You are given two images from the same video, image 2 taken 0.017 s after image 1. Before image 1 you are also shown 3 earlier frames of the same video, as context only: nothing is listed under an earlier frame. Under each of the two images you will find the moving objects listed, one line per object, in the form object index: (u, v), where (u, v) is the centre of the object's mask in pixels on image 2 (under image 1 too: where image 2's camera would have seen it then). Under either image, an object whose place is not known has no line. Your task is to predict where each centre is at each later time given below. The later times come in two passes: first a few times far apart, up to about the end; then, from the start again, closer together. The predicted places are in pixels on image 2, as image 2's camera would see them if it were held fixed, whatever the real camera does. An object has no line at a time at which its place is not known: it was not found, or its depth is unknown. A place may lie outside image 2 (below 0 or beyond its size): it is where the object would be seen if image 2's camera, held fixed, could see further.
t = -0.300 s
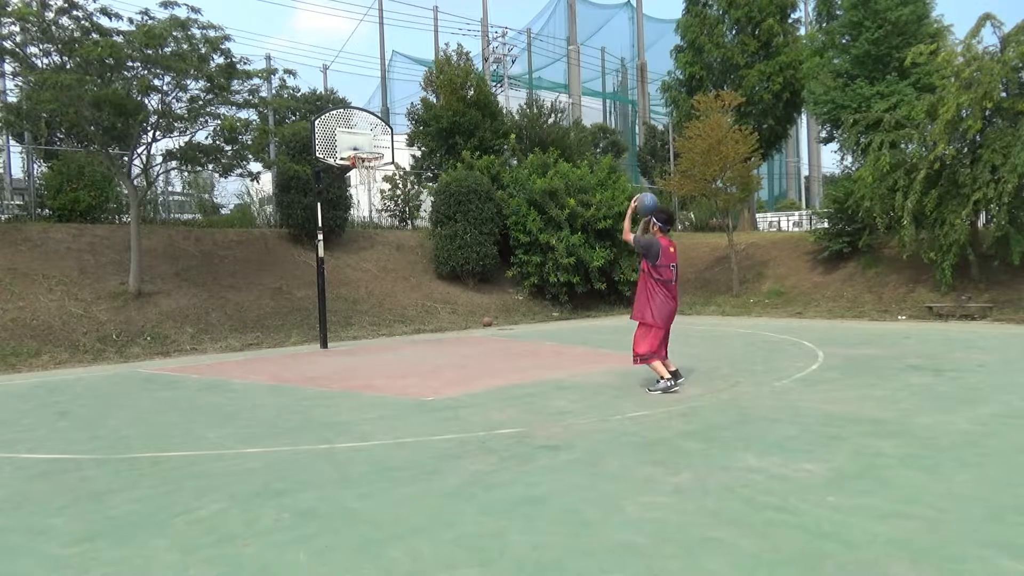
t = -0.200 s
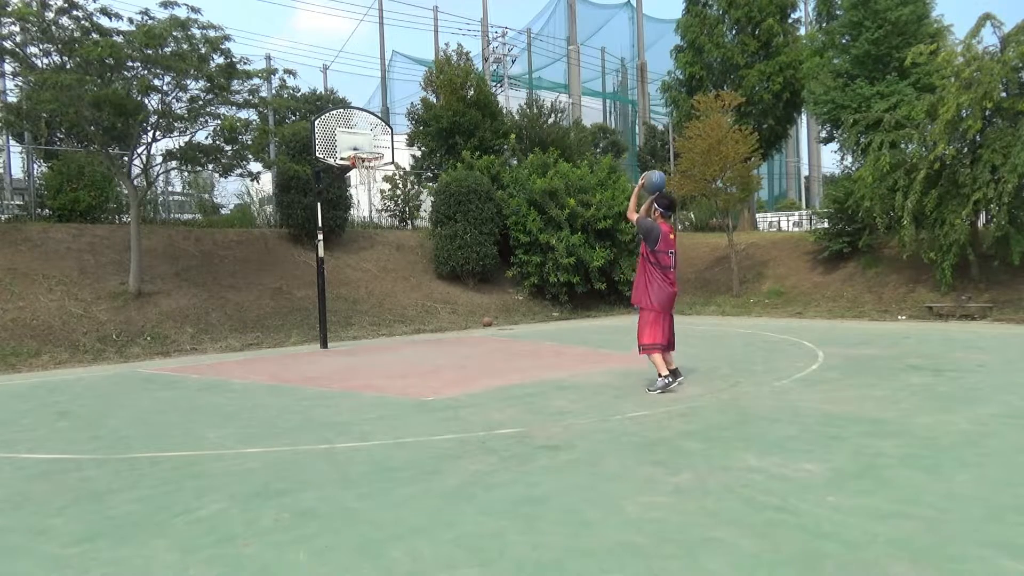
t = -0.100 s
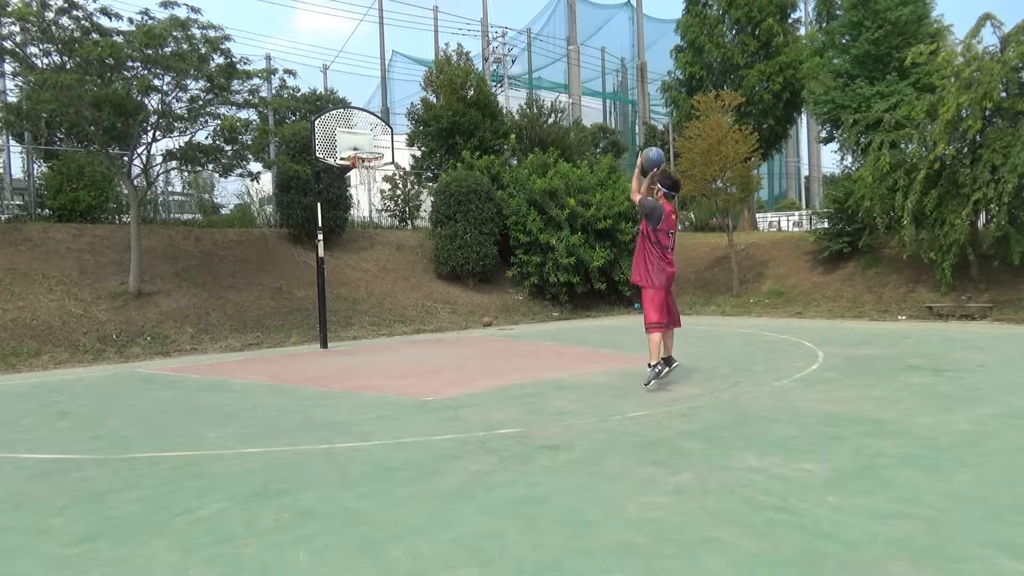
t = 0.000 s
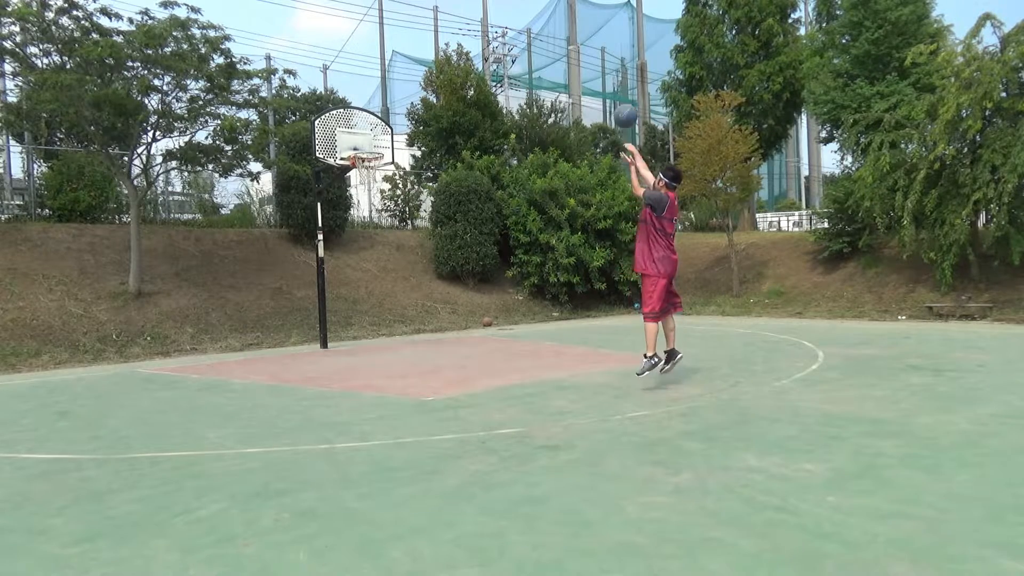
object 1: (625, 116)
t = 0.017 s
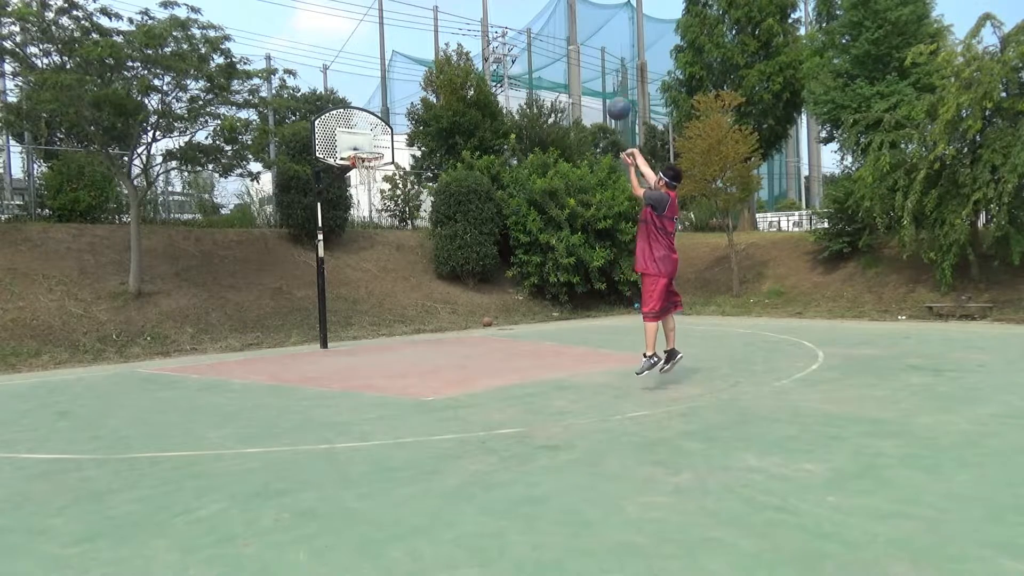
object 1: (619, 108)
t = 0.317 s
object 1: (519, 36)
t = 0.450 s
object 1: (484, 33)
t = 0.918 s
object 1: (390, 115)
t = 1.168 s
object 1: (363, 182)
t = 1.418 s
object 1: (365, 252)
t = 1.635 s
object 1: (367, 352)
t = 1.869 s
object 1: (370, 266)
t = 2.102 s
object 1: (375, 213)
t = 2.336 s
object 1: (379, 197)
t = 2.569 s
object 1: (387, 221)
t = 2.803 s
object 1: (396, 292)
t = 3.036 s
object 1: (402, 333)
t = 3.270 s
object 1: (399, 263)
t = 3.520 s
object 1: (397, 236)
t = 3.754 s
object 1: (397, 260)
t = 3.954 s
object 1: (398, 323)
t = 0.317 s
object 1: (519, 36)
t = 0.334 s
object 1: (514, 35)
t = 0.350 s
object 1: (510, 34)
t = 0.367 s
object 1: (505, 32)
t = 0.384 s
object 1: (501, 32)
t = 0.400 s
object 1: (496, 32)
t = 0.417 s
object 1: (493, 32)
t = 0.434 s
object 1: (488, 32)
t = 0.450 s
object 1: (484, 33)
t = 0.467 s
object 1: (480, 33)
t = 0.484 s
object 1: (476, 34)
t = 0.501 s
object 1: (472, 34)
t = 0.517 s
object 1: (468, 36)
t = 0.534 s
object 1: (464, 37)
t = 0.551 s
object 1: (461, 39)
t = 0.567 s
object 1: (457, 40)
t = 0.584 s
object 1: (453, 42)
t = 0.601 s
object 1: (450, 44)
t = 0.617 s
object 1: (447, 47)
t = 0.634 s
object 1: (443, 49)
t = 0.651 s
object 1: (439, 52)
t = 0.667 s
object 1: (436, 54)
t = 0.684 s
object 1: (433, 57)
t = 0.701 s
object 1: (429, 60)
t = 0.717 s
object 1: (426, 64)
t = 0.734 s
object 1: (423, 68)
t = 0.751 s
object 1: (419, 71)
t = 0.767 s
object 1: (416, 75)
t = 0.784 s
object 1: (414, 78)
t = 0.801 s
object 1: (410, 83)
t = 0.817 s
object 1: (407, 87)
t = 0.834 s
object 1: (404, 91)
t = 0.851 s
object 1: (402, 96)
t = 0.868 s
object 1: (399, 100)
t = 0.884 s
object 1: (396, 105)
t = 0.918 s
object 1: (390, 115)
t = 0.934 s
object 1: (388, 120)
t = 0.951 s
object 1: (385, 125)
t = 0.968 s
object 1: (383, 131)
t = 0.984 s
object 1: (380, 136)
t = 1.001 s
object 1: (377, 142)
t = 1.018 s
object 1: (375, 147)
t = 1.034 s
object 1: (372, 149)
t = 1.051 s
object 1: (370, 153)
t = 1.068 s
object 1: (366, 160)
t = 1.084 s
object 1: (365, 162)
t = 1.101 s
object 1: (365, 164)
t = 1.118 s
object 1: (364, 169)
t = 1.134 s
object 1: (363, 172)
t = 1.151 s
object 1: (364, 177)
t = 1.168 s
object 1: (363, 182)
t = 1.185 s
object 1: (364, 184)
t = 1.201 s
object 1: (364, 187)
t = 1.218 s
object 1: (364, 190)
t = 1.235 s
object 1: (364, 195)
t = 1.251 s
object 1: (364, 199)
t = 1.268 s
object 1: (364, 203)
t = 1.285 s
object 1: (364, 208)
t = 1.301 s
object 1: (364, 213)
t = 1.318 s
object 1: (364, 218)
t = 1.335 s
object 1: (364, 222)
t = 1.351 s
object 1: (364, 227)
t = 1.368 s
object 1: (364, 232)
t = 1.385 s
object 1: (364, 238)
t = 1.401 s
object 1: (365, 245)
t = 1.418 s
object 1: (365, 252)
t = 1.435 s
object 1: (365, 258)
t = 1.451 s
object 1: (366, 264)
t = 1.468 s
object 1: (366, 272)
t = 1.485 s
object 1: (366, 279)
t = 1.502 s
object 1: (366, 286)
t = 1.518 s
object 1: (366, 294)
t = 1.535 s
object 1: (366, 302)
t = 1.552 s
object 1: (366, 309)
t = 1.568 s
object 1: (366, 317)
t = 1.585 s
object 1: (366, 325)
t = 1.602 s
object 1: (367, 334)
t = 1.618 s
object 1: (367, 343)
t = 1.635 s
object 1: (367, 352)
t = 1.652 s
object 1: (368, 347)
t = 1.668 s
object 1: (368, 340)
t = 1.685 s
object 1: (368, 333)
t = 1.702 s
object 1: (368, 326)
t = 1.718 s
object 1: (368, 319)
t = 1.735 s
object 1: (368, 313)
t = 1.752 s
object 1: (368, 306)
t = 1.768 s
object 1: (368, 300)
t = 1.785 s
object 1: (369, 294)
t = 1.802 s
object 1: (369, 288)
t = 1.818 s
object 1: (369, 282)
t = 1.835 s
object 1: (370, 277)
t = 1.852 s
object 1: (370, 272)
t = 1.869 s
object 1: (370, 266)
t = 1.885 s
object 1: (370, 261)
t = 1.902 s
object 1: (371, 257)
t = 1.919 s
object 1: (371, 252)
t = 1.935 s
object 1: (371, 247)
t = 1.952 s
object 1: (371, 243)
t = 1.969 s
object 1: (372, 239)
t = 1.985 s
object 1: (372, 235)
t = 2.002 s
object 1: (372, 231)
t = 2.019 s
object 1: (373, 228)
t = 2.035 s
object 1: (373, 226)
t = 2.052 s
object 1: (374, 221)
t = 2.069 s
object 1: (374, 220)
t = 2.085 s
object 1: (374, 216)
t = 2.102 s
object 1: (375, 213)
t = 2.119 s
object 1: (375, 211)
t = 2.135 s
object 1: (375, 209)
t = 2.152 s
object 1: (375, 207)
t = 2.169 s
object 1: (375, 205)
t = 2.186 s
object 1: (376, 203)
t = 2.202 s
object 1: (376, 202)
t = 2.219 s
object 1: (377, 201)
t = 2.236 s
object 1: (377, 199)
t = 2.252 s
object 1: (377, 198)
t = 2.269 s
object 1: (378, 198)
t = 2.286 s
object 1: (378, 197)
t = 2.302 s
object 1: (378, 197)
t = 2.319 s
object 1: (378, 197)
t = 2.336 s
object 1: (379, 197)
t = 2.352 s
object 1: (379, 197)
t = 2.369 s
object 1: (380, 198)
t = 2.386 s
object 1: (381, 199)
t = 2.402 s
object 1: (381, 199)
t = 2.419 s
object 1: (382, 201)
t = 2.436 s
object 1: (382, 202)
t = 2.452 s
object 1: (383, 203)
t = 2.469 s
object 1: (383, 205)
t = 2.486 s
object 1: (384, 208)
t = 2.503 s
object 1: (384, 210)
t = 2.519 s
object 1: (385, 212)
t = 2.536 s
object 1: (385, 215)
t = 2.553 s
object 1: (387, 219)
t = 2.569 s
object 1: (387, 221)
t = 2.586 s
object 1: (388, 225)
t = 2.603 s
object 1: (388, 229)
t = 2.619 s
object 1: (389, 234)
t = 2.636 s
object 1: (390, 237)
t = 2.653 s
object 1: (390, 242)
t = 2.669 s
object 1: (391, 246)
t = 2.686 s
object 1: (392, 251)
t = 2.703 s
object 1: (393, 256)
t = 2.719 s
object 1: (393, 261)
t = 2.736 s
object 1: (394, 267)
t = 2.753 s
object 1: (395, 272)
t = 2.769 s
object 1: (395, 279)
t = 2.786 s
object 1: (395, 285)
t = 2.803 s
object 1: (396, 292)
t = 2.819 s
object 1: (398, 299)
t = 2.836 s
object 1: (399, 305)
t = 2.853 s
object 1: (400, 313)
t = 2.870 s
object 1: (400, 320)
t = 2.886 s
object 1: (401, 328)
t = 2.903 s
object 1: (402, 336)
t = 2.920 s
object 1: (402, 345)
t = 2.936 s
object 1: (403, 353)
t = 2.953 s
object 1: (404, 363)
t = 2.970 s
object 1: (404, 360)
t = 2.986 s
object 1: (404, 353)
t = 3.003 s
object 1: (403, 346)
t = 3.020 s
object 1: (403, 339)
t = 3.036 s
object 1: (402, 333)
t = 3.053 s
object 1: (402, 326)
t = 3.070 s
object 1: (401, 320)
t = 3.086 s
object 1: (401, 314)
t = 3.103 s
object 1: (401, 309)
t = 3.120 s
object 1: (401, 303)
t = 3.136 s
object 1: (401, 298)
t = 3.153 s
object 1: (401, 293)
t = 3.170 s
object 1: (401, 288)
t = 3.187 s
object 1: (401, 283)
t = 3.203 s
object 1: (401, 279)
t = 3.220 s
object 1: (400, 275)
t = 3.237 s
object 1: (400, 271)
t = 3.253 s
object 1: (400, 267)
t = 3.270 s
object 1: (399, 263)
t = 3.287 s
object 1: (399, 260)
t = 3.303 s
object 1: (399, 257)
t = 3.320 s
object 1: (399, 253)
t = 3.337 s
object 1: (399, 251)
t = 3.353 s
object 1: (399, 248)
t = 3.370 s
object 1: (398, 246)
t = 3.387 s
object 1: (398, 244)
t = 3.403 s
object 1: (398, 242)
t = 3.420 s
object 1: (398, 241)
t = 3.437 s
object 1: (398, 239)
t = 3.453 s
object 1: (398, 238)
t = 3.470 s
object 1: (398, 237)
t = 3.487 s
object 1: (397, 237)
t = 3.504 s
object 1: (397, 236)
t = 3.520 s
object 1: (397, 236)
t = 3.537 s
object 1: (397, 236)
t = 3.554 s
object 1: (397, 236)
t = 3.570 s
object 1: (397, 236)
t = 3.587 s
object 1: (397, 237)
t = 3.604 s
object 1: (397, 238)
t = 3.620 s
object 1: (397, 240)
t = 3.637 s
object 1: (397, 241)
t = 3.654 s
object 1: (398, 243)
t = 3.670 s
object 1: (397, 245)
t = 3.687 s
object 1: (397, 248)
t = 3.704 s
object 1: (397, 250)
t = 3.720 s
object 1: (396, 254)
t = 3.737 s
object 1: (397, 256)
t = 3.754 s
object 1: (397, 260)
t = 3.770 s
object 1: (397, 263)
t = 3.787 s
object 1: (396, 268)
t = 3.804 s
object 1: (397, 272)
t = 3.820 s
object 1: (397, 276)
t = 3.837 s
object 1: (397, 281)
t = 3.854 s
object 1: (397, 286)
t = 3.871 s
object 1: (397, 292)
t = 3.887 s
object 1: (397, 297)
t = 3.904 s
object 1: (397, 303)
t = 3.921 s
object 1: (397, 310)
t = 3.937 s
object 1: (397, 316)
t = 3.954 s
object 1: (398, 323)
